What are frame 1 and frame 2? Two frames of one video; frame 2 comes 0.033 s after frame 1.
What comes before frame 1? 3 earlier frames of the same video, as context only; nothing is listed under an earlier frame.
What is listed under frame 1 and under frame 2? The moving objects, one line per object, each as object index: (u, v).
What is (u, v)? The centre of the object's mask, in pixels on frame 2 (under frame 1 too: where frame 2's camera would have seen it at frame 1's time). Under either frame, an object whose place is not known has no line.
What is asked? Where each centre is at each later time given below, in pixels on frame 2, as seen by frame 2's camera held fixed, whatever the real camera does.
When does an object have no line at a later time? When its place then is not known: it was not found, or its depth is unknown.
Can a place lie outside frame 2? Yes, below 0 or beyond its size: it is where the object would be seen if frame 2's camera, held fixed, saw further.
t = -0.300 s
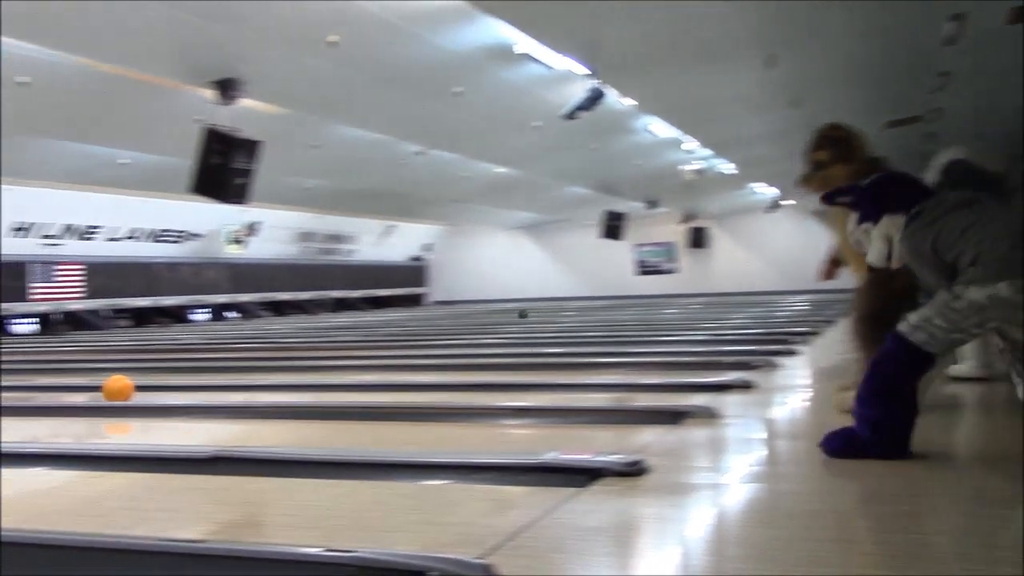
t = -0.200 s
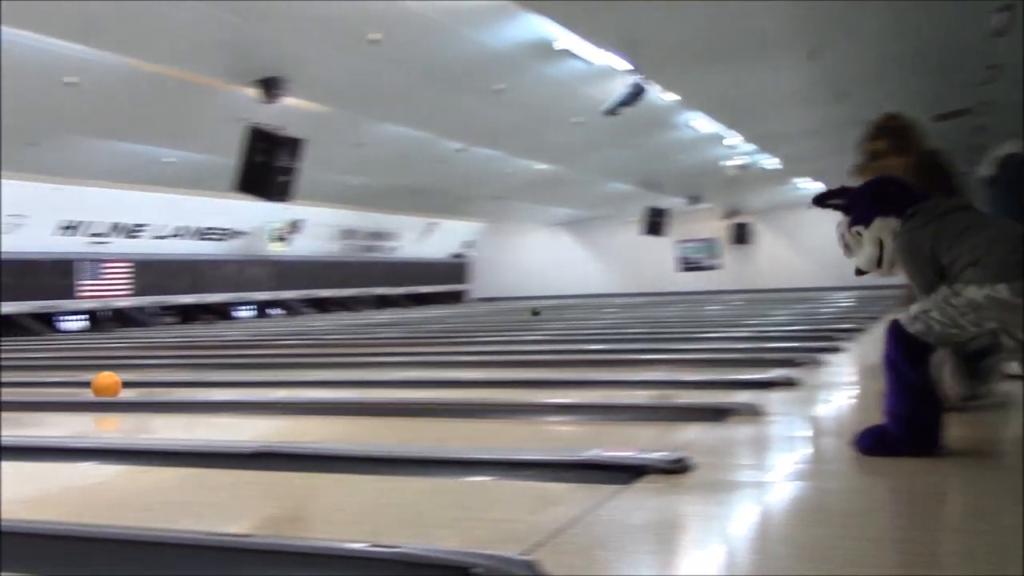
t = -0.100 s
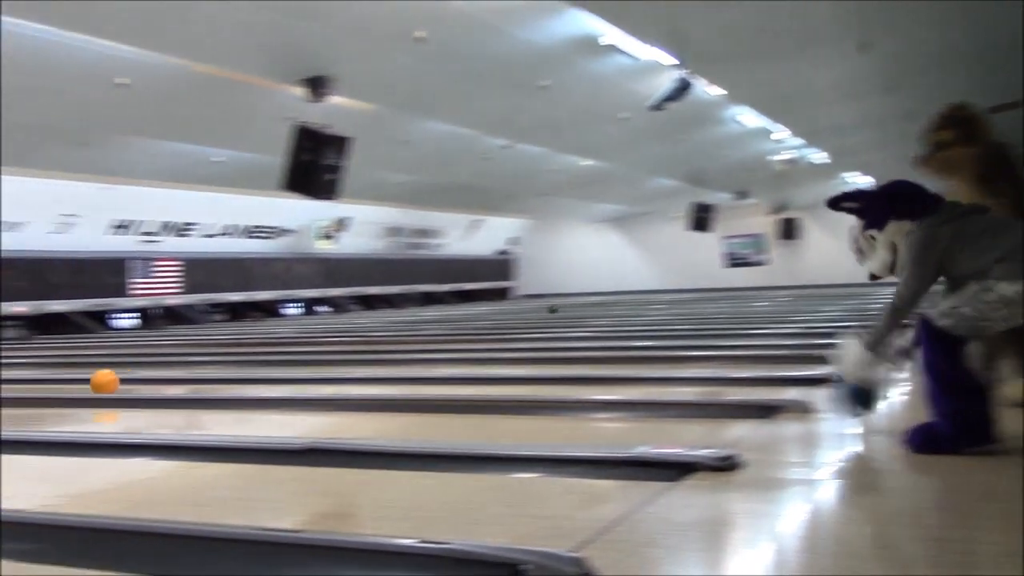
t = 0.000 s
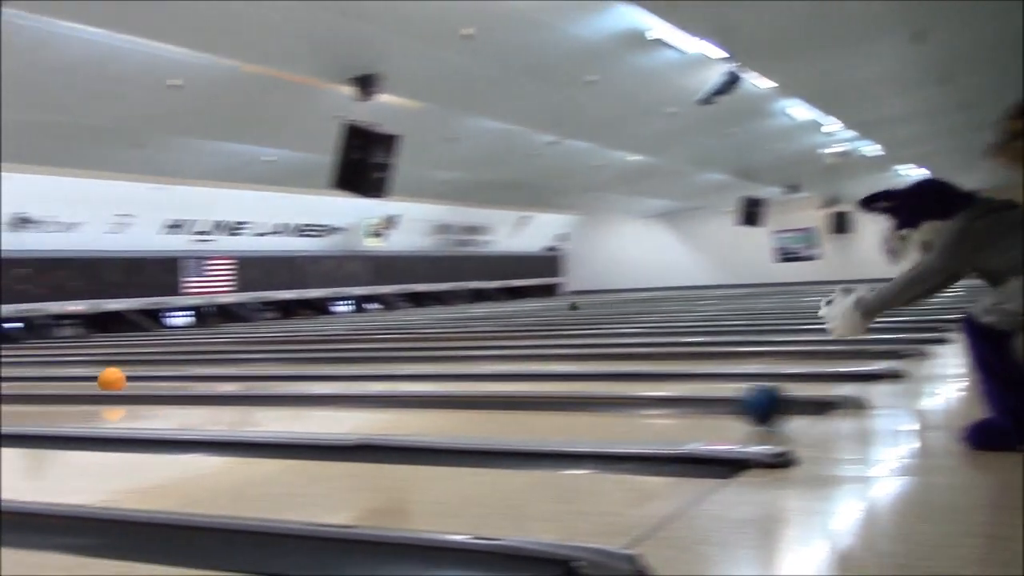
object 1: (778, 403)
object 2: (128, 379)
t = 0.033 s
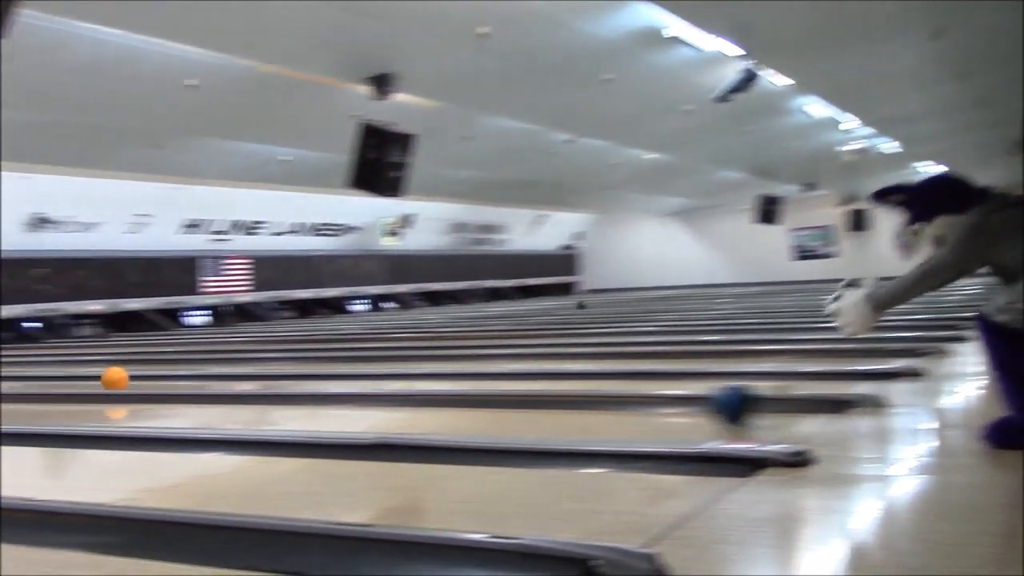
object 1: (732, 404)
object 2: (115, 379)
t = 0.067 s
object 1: (685, 405)
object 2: (101, 378)
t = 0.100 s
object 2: (89, 378)
